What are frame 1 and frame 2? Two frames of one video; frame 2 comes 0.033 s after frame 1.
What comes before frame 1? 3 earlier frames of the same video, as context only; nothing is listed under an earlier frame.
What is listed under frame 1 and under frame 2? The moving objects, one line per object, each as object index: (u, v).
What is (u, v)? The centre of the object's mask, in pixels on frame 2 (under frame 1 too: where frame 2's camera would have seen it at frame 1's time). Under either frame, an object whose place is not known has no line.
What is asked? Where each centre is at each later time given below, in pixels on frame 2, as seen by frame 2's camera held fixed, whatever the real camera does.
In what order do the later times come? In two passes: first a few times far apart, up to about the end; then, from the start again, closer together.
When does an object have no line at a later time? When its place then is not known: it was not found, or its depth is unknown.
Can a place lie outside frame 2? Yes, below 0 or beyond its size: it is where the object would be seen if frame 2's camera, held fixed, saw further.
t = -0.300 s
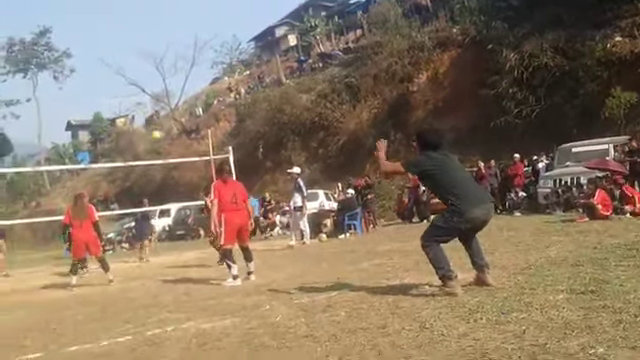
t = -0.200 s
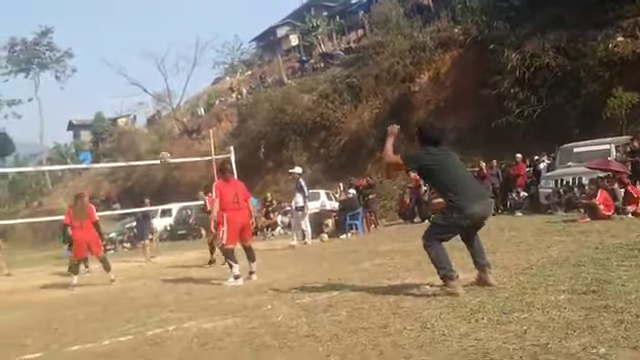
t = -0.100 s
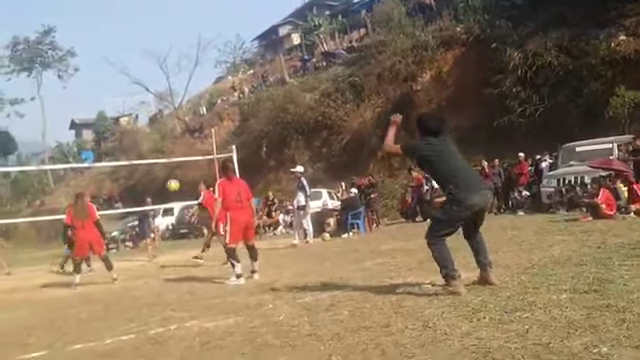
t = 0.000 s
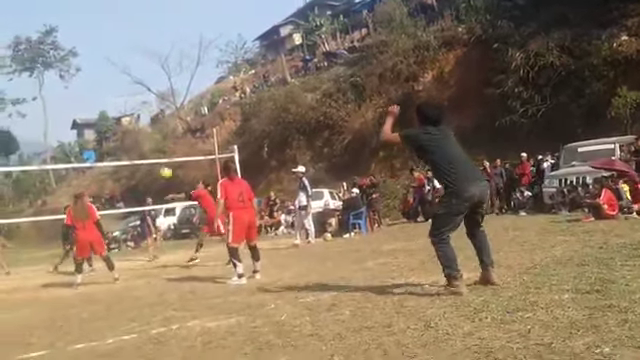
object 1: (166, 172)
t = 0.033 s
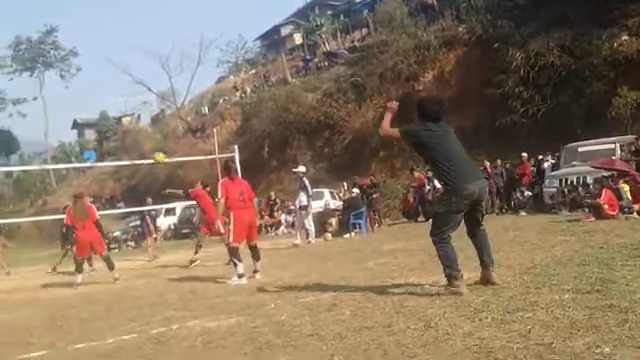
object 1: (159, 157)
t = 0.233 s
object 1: (122, 85)
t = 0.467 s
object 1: (87, 38)
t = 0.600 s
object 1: (71, 25)
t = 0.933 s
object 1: (32, 30)
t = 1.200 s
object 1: (9, 72)
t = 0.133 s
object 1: (138, 117)
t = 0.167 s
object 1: (134, 108)
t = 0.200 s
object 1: (129, 95)
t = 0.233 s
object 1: (122, 85)
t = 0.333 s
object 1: (107, 61)
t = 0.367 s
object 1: (103, 54)
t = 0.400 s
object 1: (98, 48)
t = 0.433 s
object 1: (92, 43)
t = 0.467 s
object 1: (87, 38)
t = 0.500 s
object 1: (83, 34)
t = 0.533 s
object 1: (79, 31)
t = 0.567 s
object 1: (75, 28)
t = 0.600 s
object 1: (71, 25)
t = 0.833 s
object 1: (42, 24)
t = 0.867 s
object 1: (38, 26)
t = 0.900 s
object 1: (34, 27)
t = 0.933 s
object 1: (32, 30)
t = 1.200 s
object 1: (9, 72)
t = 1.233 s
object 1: (6, 78)
